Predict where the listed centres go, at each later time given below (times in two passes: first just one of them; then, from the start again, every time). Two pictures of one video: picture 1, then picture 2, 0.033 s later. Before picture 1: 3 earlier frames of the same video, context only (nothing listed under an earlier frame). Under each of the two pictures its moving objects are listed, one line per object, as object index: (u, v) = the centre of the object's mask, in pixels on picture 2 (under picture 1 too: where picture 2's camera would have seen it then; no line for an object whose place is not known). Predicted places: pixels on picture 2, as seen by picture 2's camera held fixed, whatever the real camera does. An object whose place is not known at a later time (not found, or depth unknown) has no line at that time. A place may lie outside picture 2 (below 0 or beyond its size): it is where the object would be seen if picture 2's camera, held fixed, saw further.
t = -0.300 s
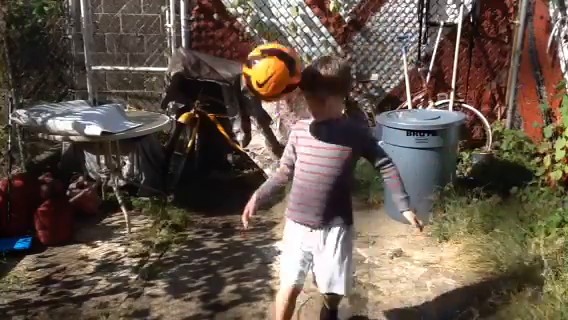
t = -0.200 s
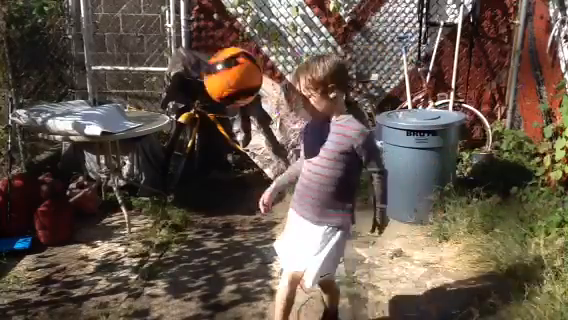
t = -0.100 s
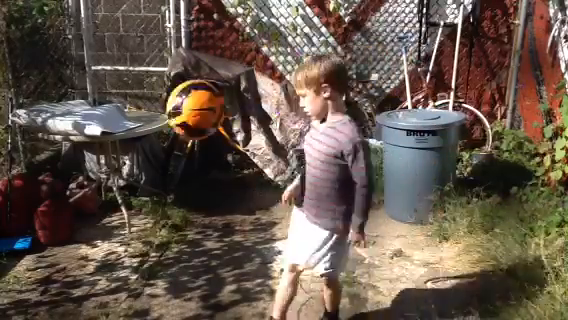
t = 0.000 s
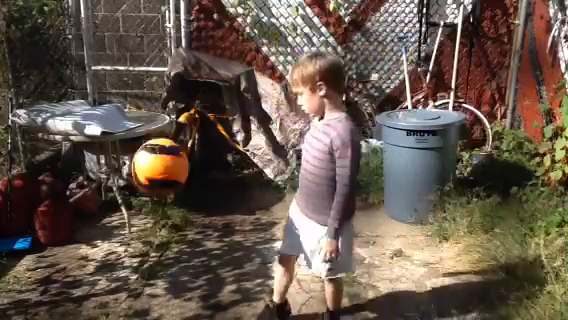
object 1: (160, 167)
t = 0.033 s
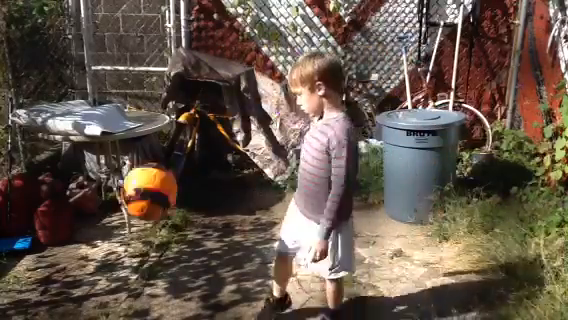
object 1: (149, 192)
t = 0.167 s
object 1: (112, 301)
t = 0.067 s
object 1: (139, 216)
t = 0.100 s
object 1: (130, 245)
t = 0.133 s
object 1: (120, 277)
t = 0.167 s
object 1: (112, 301)
